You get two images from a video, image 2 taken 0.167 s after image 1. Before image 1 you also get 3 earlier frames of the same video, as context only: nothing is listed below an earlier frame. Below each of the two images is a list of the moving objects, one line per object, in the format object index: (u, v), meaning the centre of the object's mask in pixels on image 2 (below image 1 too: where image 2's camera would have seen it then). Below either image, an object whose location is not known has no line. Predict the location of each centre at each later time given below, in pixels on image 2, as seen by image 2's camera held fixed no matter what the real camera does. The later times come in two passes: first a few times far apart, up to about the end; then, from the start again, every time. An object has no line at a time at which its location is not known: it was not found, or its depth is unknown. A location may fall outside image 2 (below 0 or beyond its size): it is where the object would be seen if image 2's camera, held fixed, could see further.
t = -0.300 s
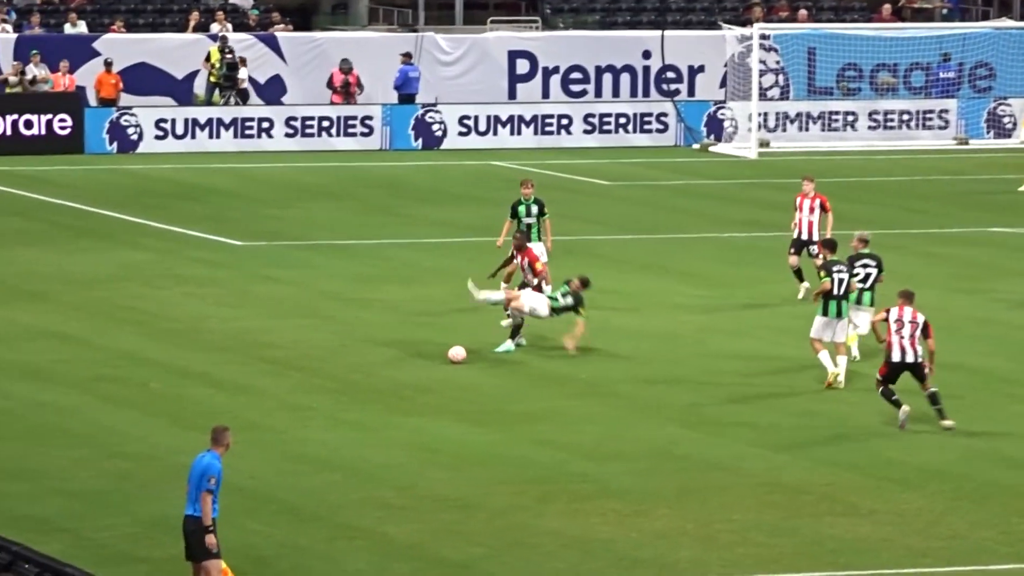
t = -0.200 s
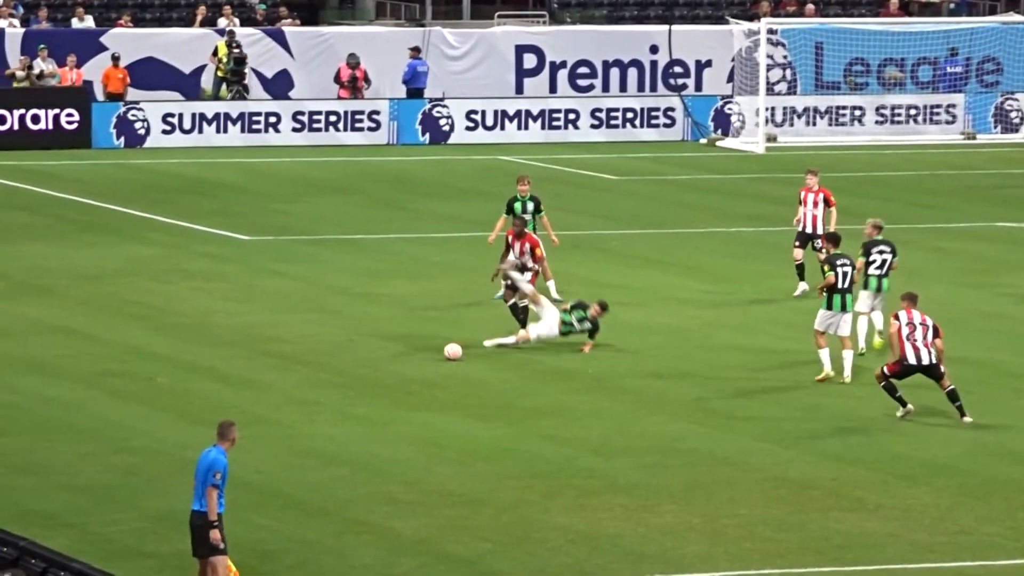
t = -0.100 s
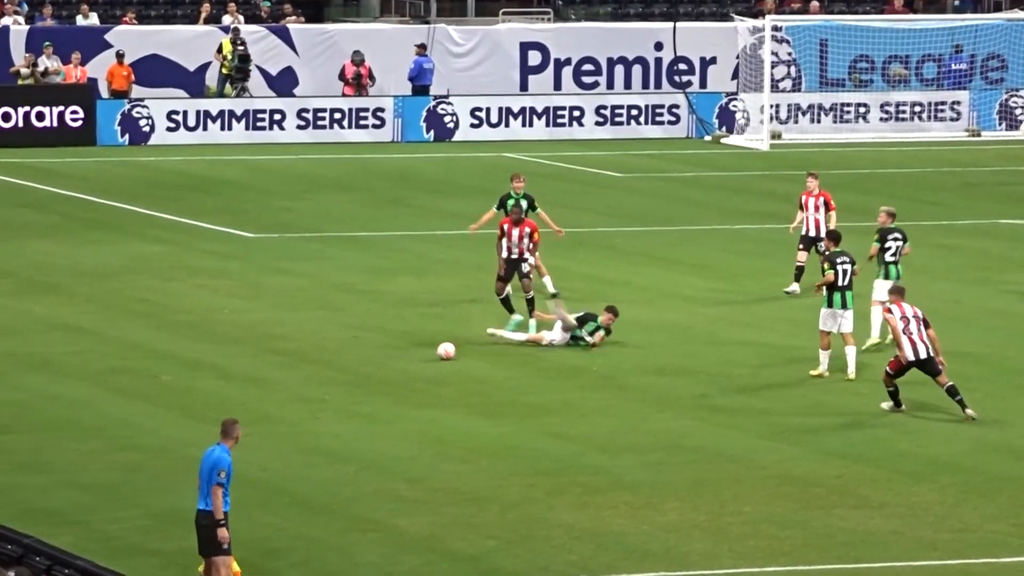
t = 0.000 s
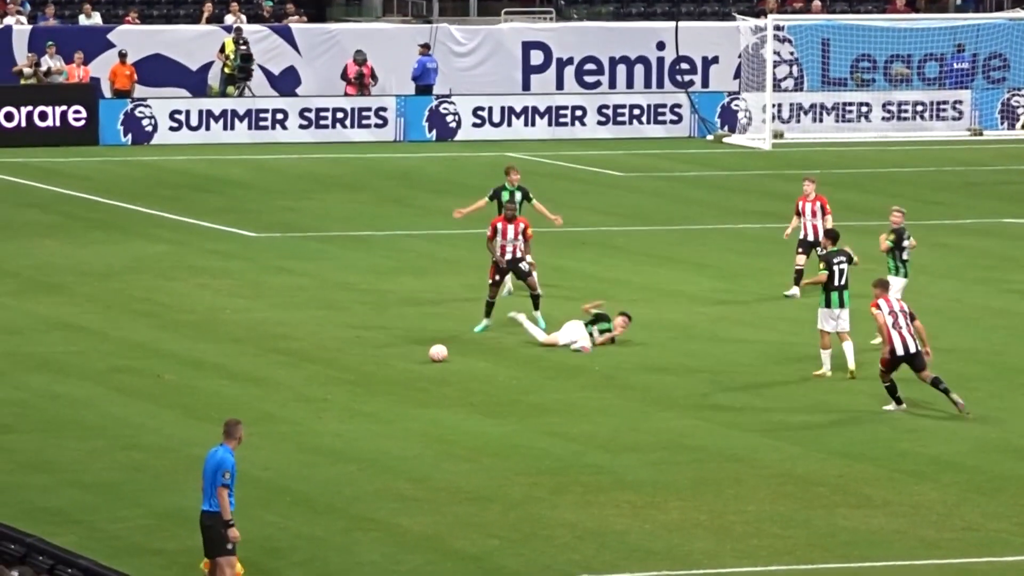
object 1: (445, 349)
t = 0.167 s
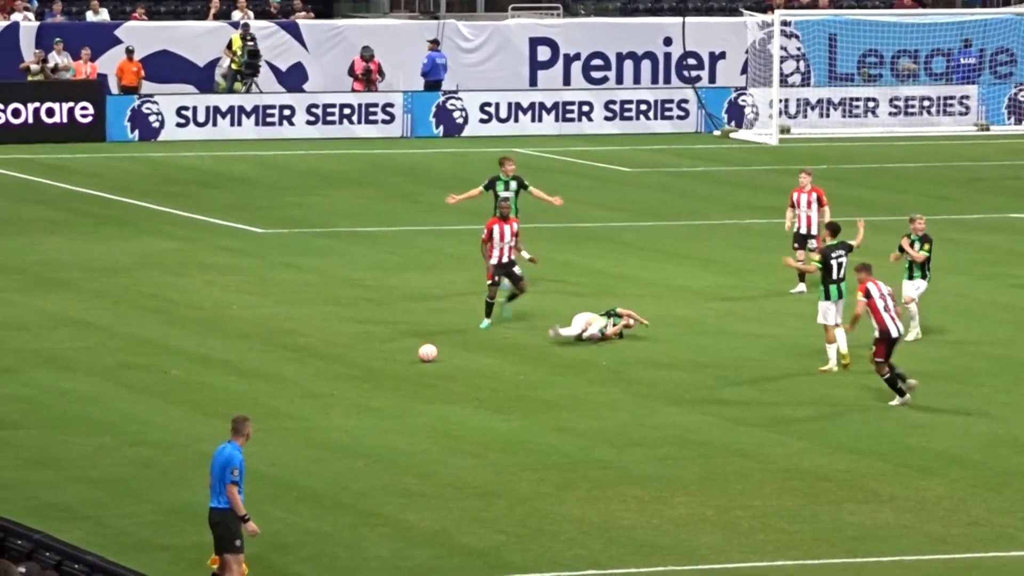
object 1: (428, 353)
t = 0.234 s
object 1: (421, 355)
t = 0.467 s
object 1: (398, 361)
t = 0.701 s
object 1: (374, 366)
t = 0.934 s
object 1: (353, 370)
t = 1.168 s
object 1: (333, 375)
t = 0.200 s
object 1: (425, 354)
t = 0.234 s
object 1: (421, 355)
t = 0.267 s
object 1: (418, 356)
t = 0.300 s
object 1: (414, 356)
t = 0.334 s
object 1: (411, 357)
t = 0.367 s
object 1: (408, 358)
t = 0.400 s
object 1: (404, 359)
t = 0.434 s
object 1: (401, 360)
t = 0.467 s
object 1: (398, 361)
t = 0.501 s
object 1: (394, 362)
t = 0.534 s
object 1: (391, 363)
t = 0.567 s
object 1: (387, 363)
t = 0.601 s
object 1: (384, 364)
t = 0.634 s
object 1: (381, 365)
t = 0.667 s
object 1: (377, 366)
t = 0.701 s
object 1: (374, 366)
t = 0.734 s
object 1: (370, 366)
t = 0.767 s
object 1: (367, 367)
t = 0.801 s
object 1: (363, 368)
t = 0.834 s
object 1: (361, 368)
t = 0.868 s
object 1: (358, 368)
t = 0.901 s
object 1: (356, 370)
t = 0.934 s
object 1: (353, 370)
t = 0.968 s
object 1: (350, 371)
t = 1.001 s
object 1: (347, 371)
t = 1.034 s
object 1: (344, 372)
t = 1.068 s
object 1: (342, 372)
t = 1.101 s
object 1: (339, 373)
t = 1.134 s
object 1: (336, 374)
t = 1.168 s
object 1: (333, 375)
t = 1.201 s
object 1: (331, 375)
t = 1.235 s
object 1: (328, 376)
